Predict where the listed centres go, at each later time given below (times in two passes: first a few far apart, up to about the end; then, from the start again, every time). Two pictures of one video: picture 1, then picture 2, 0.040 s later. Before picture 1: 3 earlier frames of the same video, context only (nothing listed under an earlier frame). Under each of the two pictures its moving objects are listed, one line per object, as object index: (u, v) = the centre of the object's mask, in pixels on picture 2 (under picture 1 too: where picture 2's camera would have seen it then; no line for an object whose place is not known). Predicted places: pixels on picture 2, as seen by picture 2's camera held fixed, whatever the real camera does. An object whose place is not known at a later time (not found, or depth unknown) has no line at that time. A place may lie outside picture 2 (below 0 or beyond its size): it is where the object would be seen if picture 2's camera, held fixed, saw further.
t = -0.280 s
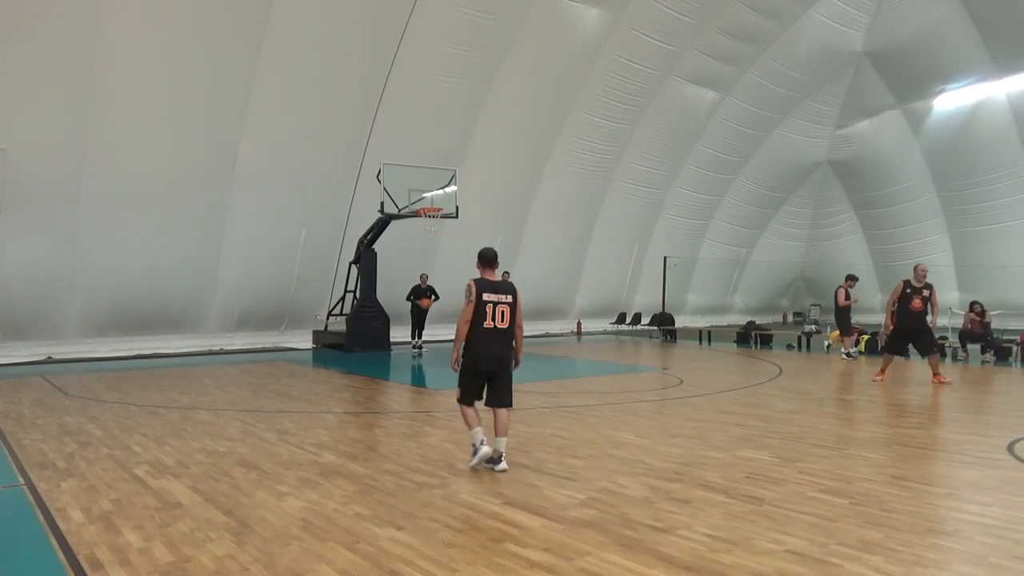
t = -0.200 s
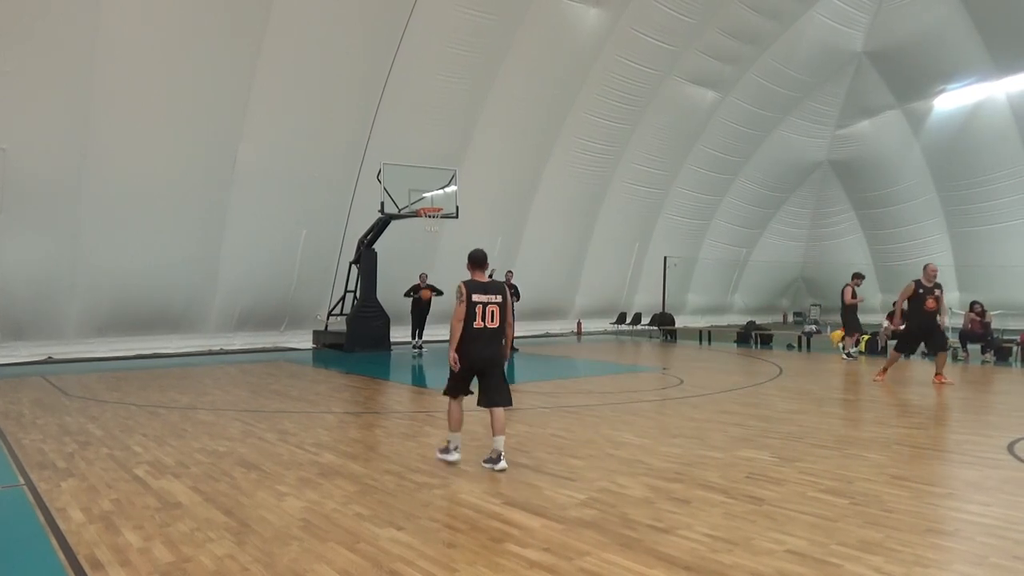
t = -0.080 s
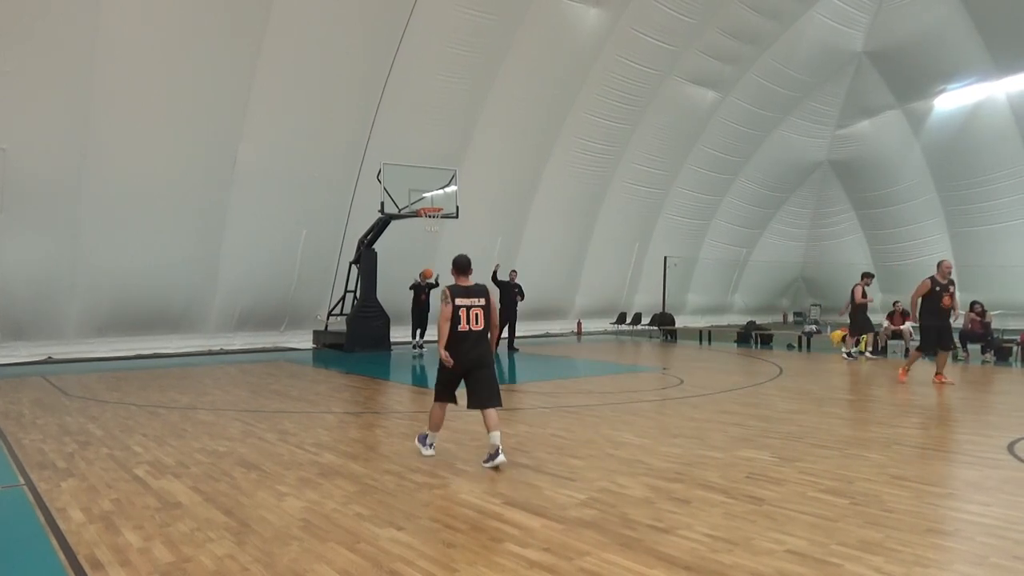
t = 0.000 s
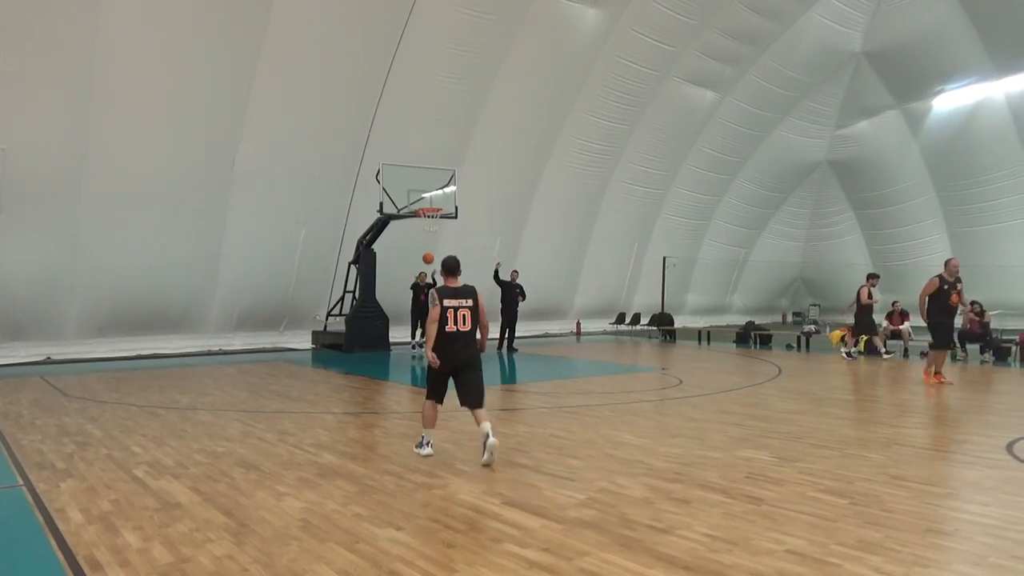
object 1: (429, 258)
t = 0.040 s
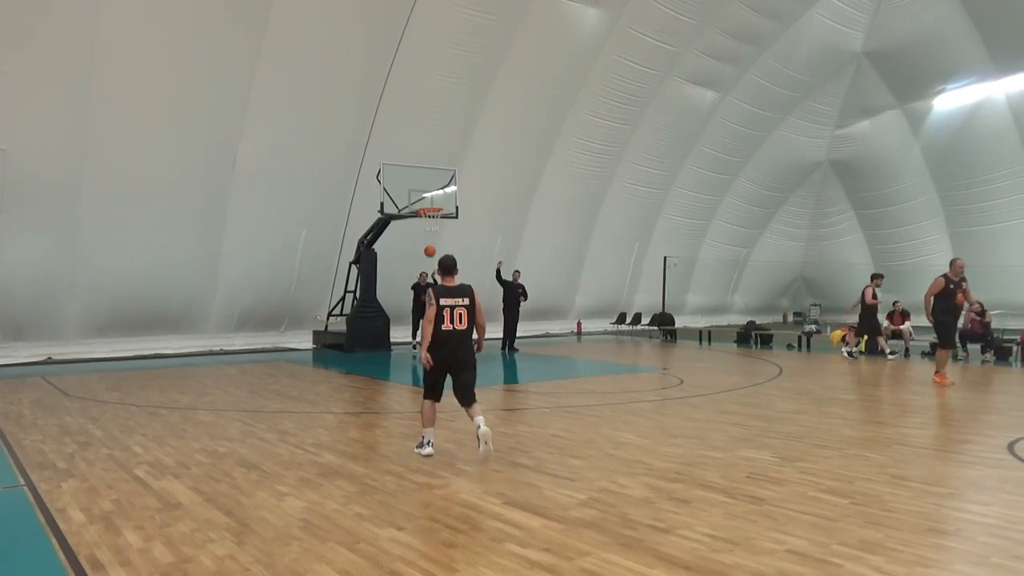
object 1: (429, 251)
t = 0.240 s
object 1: (435, 223)
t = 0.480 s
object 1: (444, 216)
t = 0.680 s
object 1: (456, 235)
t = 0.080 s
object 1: (431, 244)
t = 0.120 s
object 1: (432, 238)
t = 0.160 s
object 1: (432, 232)
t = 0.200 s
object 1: (434, 227)
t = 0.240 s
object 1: (435, 223)
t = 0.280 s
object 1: (436, 219)
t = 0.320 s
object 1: (438, 218)
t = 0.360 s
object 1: (440, 215)
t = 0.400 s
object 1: (442, 215)
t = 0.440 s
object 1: (443, 215)
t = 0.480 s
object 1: (444, 216)
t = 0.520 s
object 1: (447, 217)
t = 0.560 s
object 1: (449, 220)
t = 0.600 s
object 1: (451, 224)
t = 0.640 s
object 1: (453, 229)
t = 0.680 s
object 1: (456, 235)
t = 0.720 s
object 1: (458, 244)
